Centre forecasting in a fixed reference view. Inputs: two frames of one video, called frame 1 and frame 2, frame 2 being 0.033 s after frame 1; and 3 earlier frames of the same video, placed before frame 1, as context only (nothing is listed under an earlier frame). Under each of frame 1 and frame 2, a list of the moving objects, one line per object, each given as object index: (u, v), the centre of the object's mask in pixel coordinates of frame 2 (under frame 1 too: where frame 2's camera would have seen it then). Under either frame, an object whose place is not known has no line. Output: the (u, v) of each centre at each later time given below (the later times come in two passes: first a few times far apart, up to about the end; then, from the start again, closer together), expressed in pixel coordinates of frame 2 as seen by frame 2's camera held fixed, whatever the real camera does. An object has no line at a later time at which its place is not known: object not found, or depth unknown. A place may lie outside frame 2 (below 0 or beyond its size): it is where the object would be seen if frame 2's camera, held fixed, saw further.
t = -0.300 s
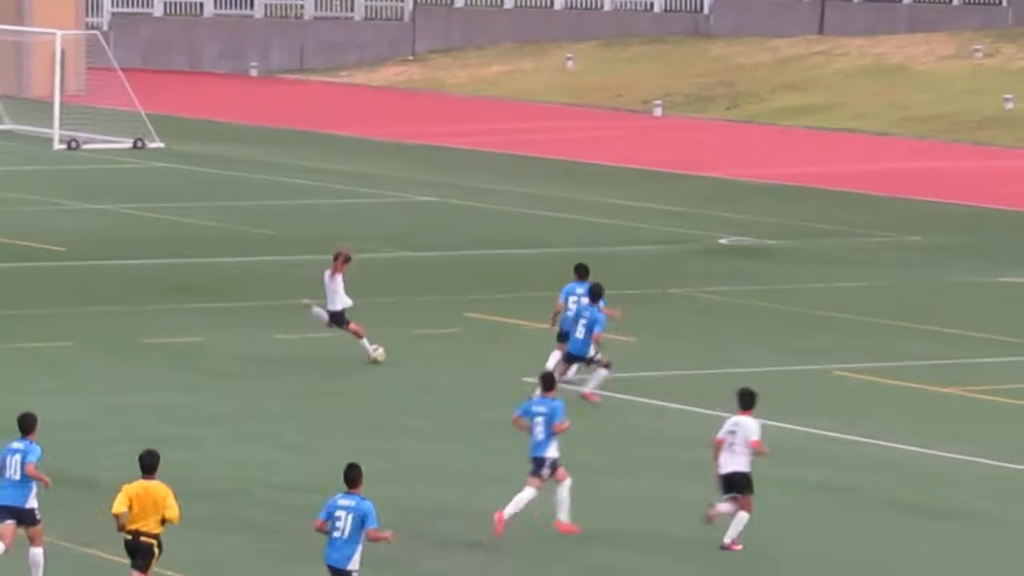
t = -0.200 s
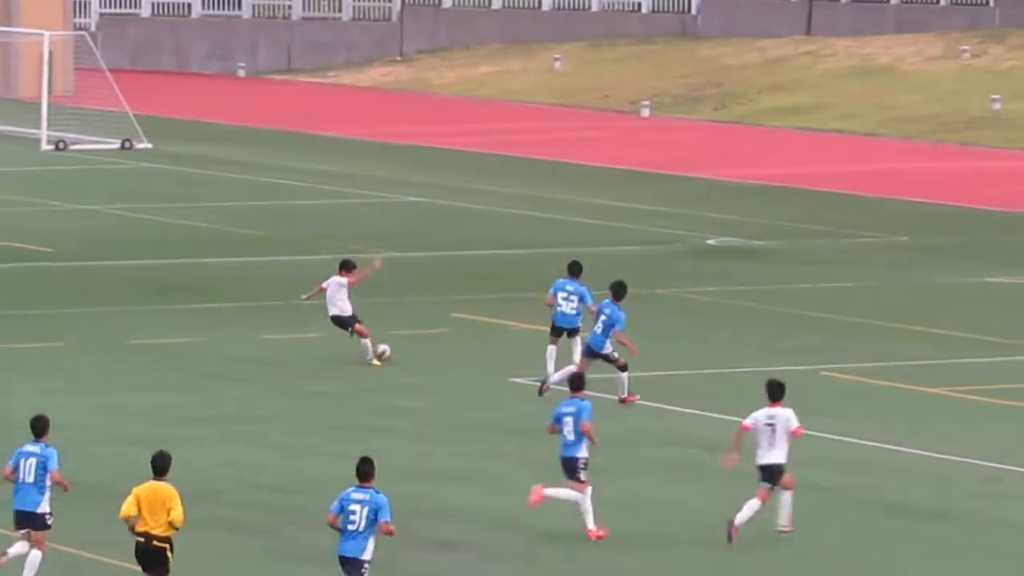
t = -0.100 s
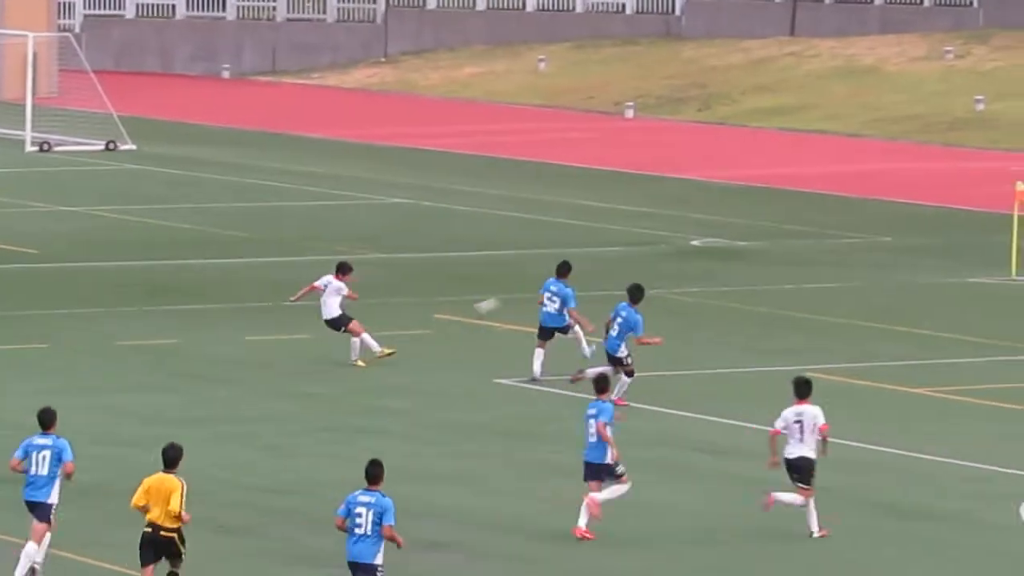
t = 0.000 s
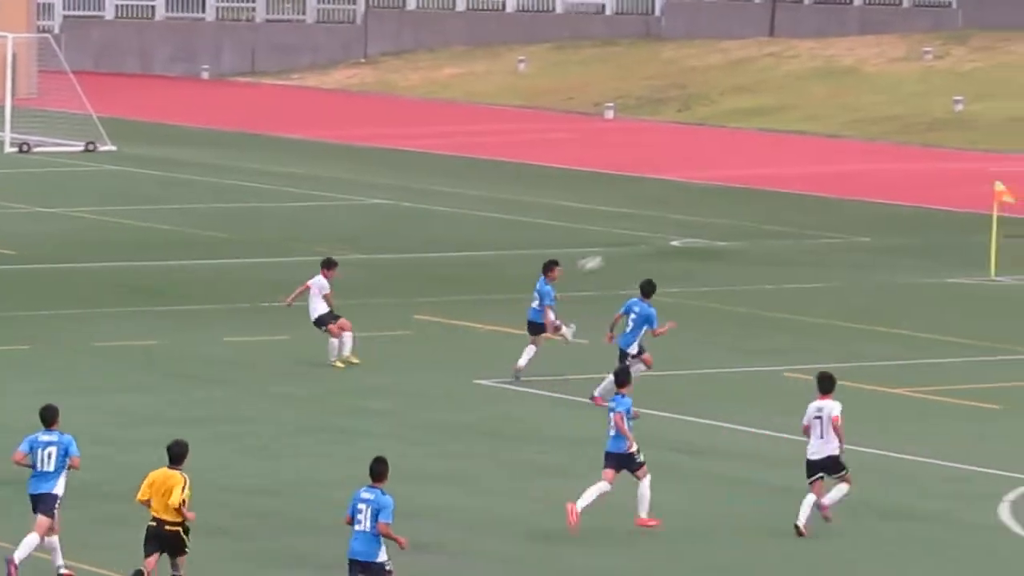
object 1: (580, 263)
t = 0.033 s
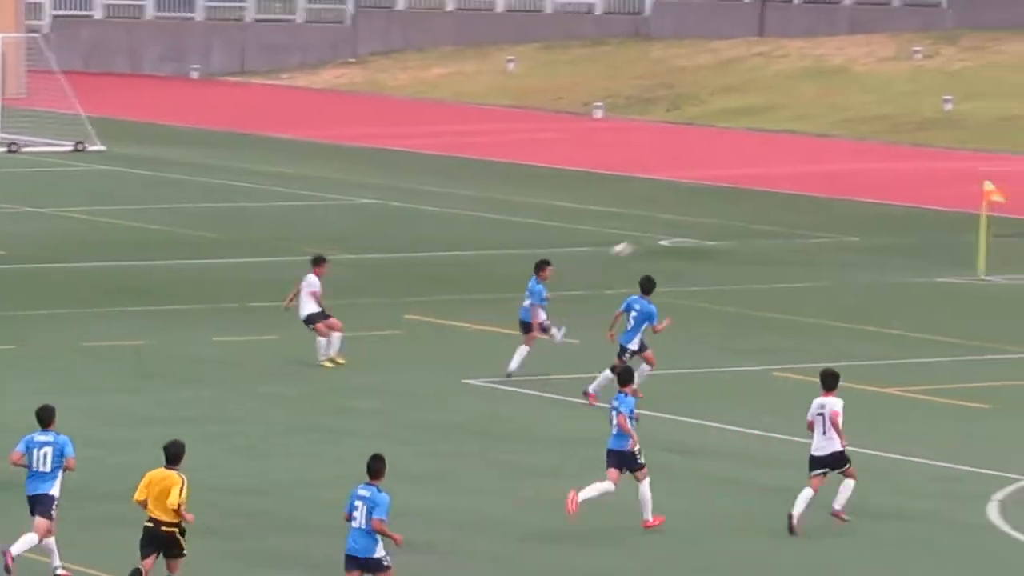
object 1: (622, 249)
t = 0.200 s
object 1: (824, 193)
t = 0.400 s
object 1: (1075, 144)
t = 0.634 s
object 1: (1384, 106)
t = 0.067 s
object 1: (663, 237)
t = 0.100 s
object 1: (705, 225)
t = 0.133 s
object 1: (744, 214)
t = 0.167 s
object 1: (784, 202)
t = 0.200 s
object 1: (824, 193)
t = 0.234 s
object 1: (866, 184)
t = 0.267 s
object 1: (909, 175)
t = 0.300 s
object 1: (950, 166)
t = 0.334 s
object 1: (993, 158)
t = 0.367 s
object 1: (1034, 150)
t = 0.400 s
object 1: (1075, 144)
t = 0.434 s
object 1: (1116, 136)
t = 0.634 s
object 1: (1384, 106)
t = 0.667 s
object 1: (1428, 101)
